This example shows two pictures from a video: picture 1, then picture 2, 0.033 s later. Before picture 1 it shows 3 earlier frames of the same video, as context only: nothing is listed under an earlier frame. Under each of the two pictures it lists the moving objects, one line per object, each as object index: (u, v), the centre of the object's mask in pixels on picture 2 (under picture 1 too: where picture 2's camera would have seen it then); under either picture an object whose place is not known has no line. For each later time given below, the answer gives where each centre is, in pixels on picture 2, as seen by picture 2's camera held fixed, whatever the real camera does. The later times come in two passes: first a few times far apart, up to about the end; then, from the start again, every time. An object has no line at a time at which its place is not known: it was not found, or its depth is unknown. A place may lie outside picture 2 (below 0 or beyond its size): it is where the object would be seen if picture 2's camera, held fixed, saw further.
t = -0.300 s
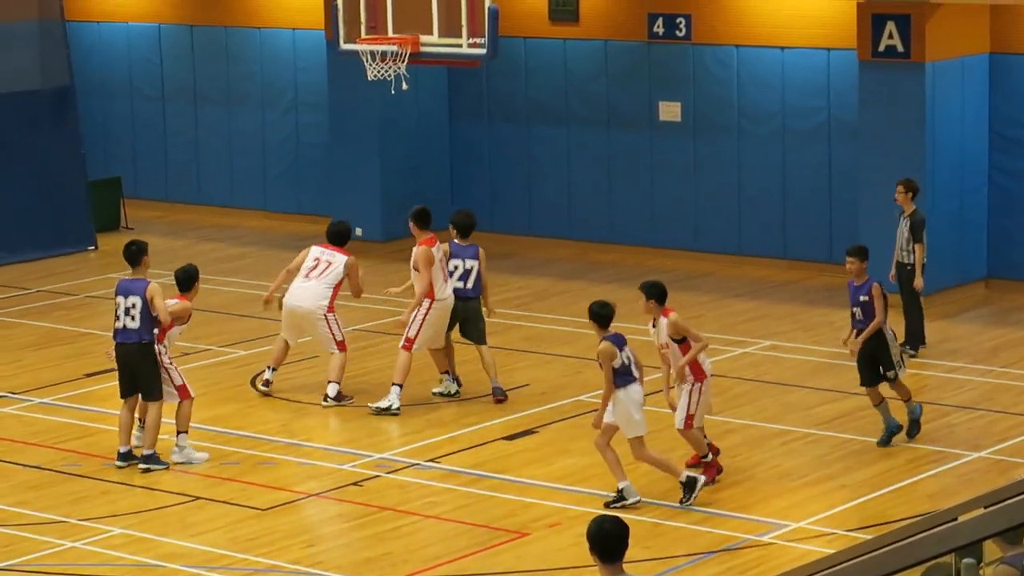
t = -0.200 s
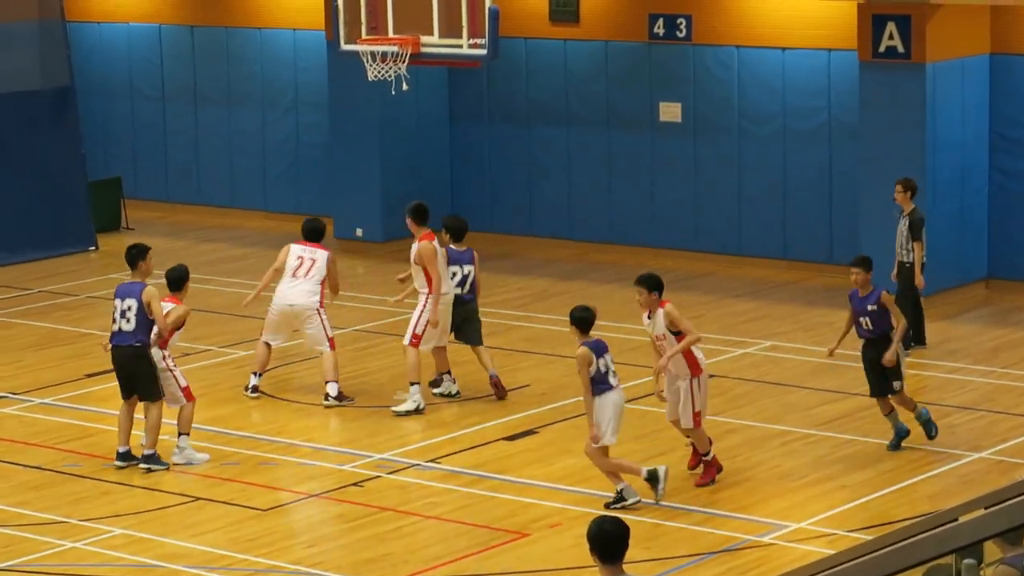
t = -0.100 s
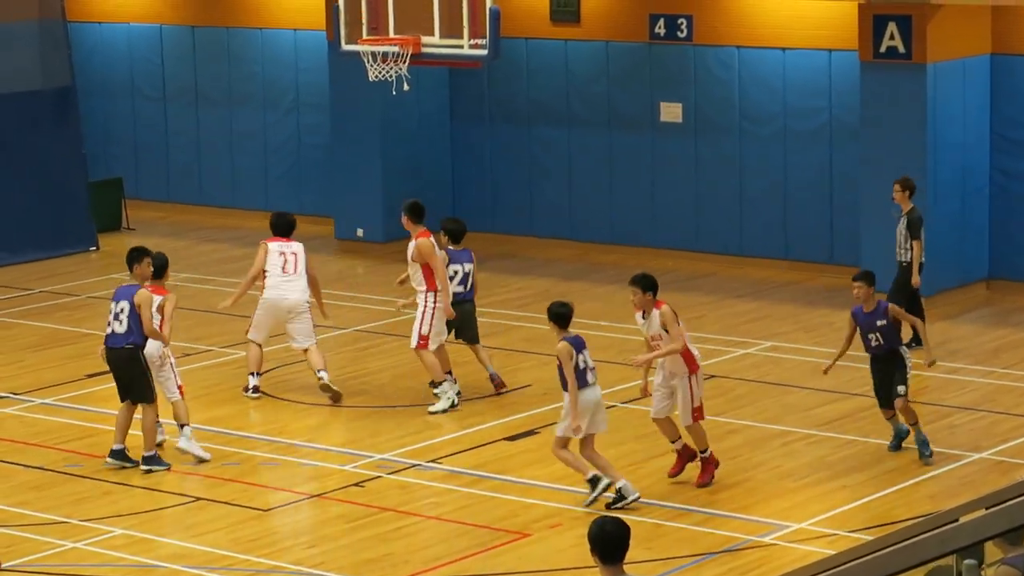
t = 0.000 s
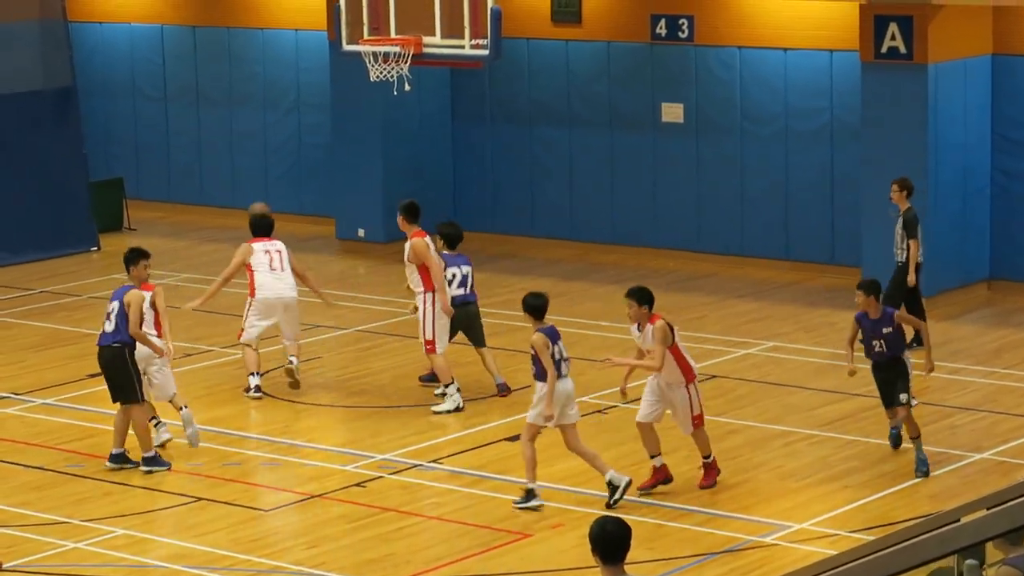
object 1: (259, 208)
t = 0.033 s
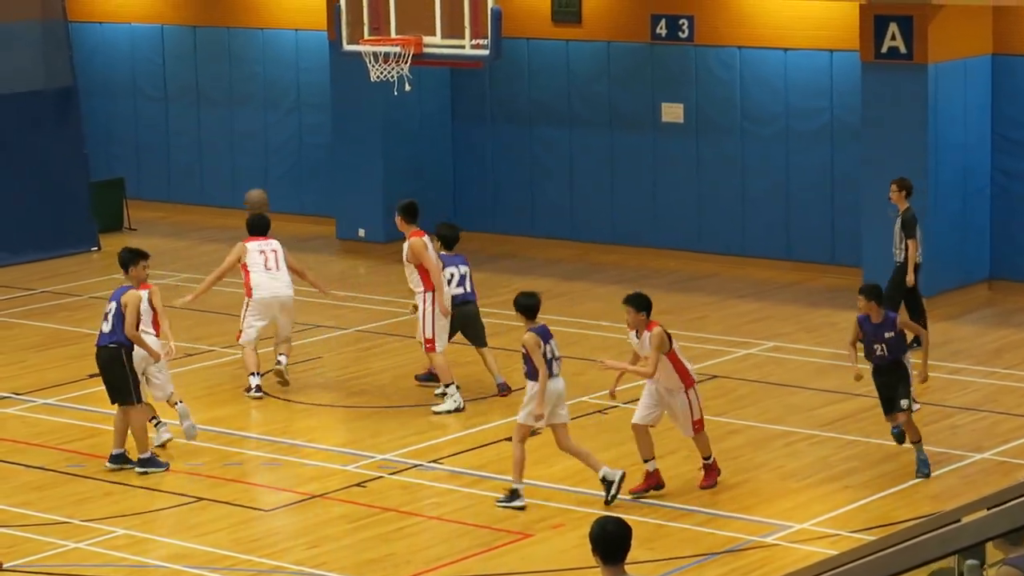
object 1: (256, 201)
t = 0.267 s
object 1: (236, 136)
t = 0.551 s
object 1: (214, 132)
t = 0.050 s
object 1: (254, 193)
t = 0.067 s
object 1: (252, 187)
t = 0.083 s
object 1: (252, 182)
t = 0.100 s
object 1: (250, 176)
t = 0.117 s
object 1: (248, 171)
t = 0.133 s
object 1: (247, 166)
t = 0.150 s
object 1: (246, 161)
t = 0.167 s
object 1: (244, 157)
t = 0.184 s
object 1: (242, 153)
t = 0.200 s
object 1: (242, 149)
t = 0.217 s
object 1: (240, 145)
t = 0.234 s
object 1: (238, 142)
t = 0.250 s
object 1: (237, 139)
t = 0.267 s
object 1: (236, 136)
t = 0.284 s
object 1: (235, 133)
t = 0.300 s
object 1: (233, 132)
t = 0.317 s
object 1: (232, 130)
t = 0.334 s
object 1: (230, 128)
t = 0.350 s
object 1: (229, 127)
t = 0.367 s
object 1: (228, 126)
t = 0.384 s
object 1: (227, 125)
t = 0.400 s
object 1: (226, 124)
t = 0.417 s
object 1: (224, 124)
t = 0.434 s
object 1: (223, 124)
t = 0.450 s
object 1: (221, 124)
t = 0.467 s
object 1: (220, 125)
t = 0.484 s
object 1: (219, 125)
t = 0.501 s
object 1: (217, 127)
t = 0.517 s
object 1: (216, 128)
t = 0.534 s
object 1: (215, 130)
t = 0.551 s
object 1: (214, 132)
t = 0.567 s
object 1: (212, 134)
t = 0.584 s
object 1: (212, 137)
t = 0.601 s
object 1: (211, 140)
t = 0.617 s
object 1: (210, 143)
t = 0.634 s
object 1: (208, 147)
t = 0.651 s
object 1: (208, 150)
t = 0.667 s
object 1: (207, 153)
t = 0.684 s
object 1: (206, 157)
